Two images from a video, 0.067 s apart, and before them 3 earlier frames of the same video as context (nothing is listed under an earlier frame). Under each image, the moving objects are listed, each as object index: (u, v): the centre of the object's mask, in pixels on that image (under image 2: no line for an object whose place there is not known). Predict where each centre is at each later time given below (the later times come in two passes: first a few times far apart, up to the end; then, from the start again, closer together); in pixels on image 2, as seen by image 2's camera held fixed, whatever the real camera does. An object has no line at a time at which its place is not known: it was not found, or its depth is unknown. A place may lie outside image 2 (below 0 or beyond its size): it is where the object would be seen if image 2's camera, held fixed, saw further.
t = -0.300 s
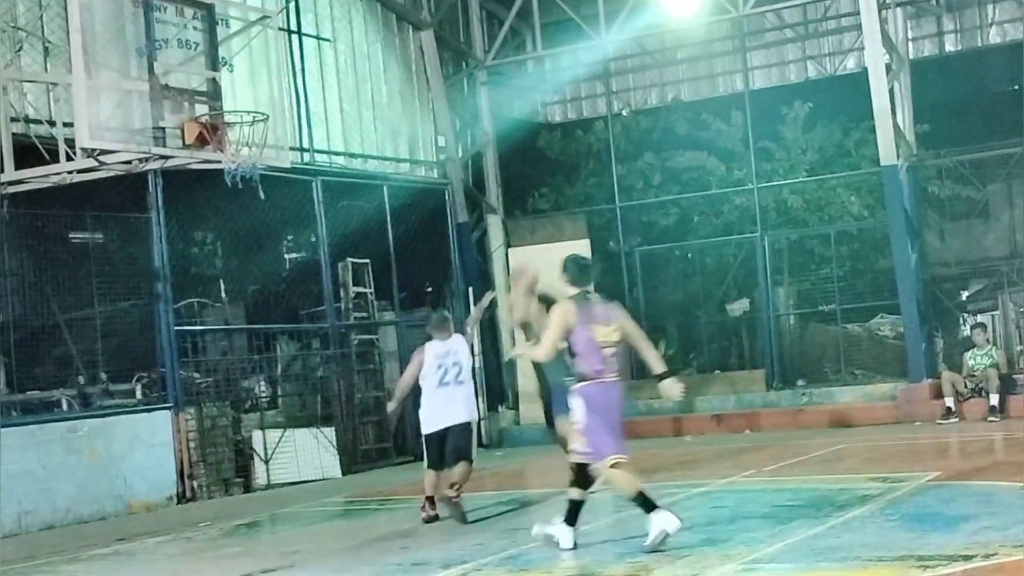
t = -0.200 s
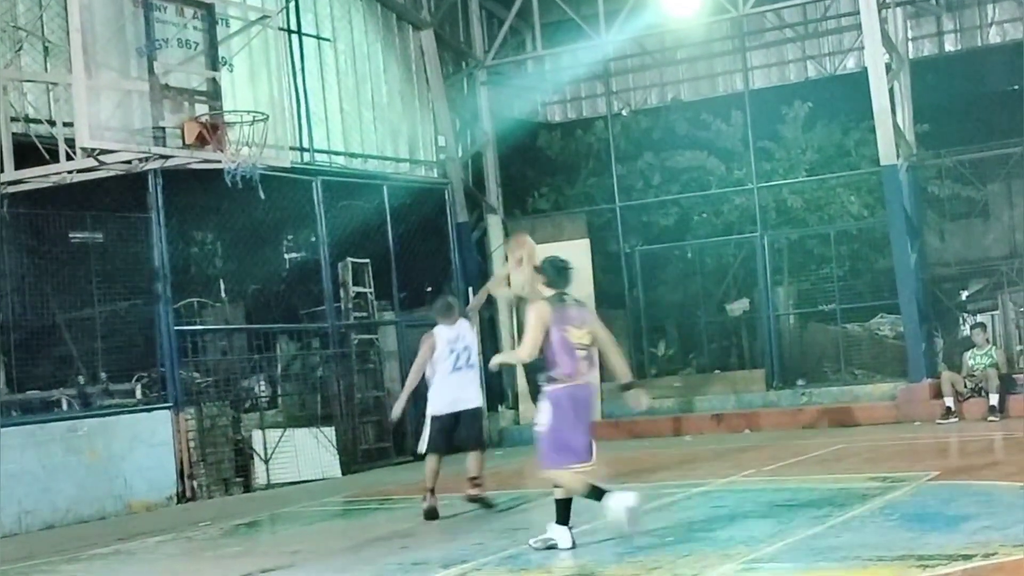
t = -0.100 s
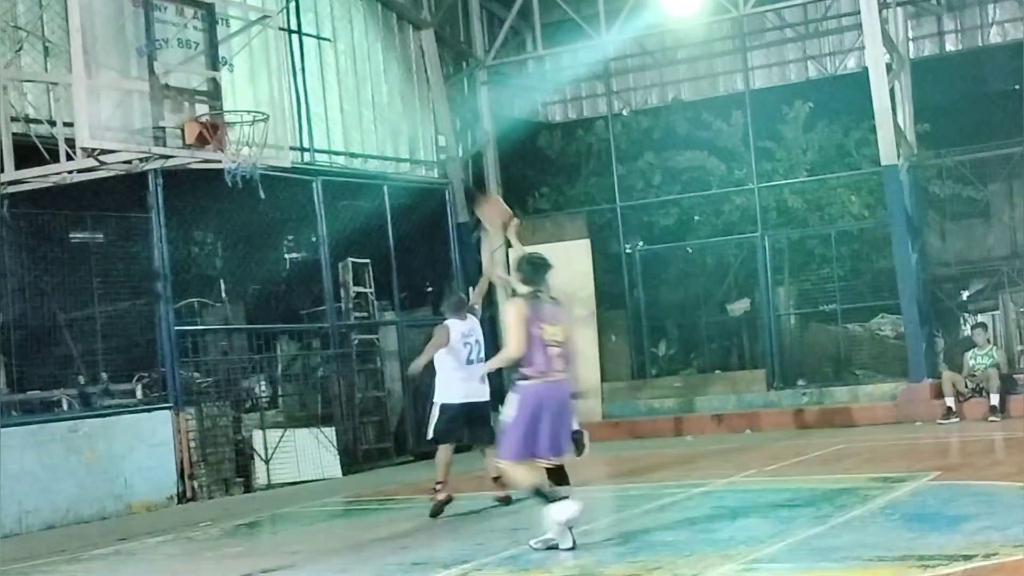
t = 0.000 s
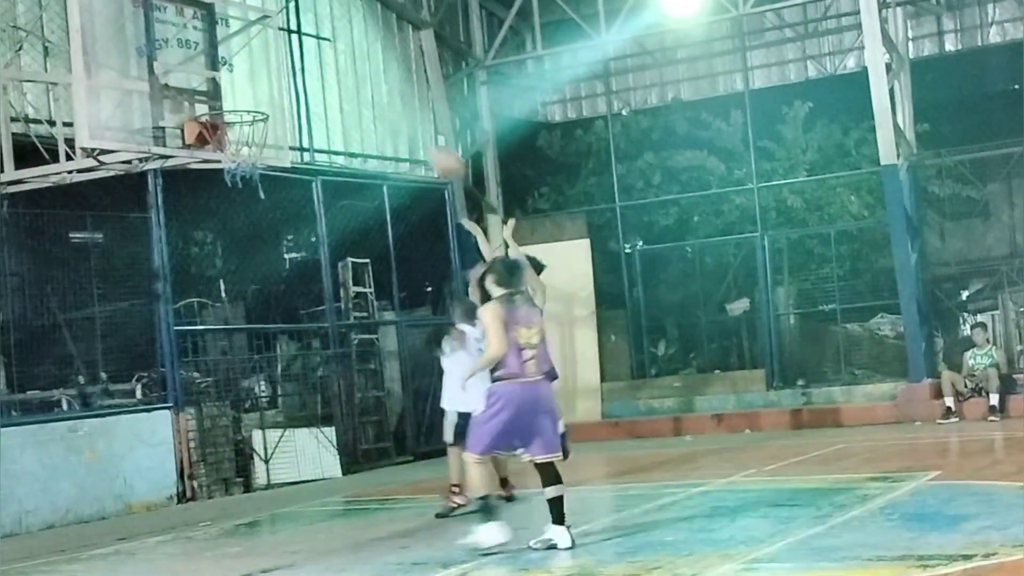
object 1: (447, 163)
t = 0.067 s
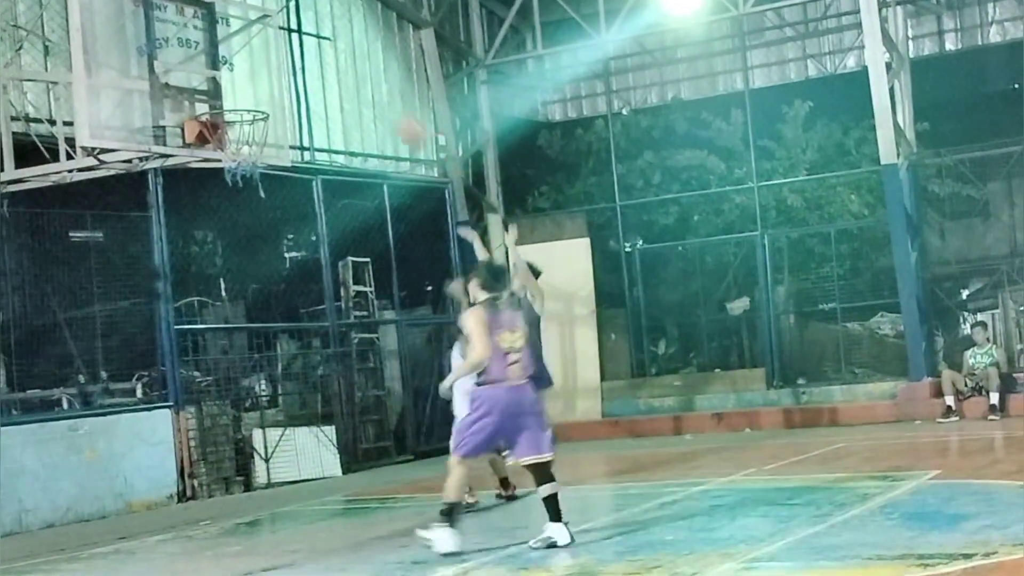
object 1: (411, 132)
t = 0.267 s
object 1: (310, 76)
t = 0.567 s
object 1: (233, 81)
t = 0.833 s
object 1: (230, 109)
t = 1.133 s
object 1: (232, 140)
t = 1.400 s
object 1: (235, 157)
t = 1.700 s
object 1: (241, 154)
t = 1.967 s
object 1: (237, 170)
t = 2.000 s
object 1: (237, 169)
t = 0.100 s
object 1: (394, 118)
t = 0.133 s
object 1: (379, 109)
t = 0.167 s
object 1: (362, 99)
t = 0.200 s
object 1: (346, 90)
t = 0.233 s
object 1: (329, 82)
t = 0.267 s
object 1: (310, 76)
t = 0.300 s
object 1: (292, 72)
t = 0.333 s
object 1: (276, 68)
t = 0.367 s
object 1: (258, 66)
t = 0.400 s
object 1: (241, 65)
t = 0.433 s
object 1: (230, 67)
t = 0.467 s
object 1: (231, 69)
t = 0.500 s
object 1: (231, 72)
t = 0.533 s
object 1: (232, 76)
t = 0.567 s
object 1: (233, 81)
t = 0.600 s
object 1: (234, 90)
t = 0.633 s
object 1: (235, 99)
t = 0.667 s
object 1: (236, 105)
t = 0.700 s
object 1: (234, 106)
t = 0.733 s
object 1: (231, 111)
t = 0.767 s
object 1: (230, 113)
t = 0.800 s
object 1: (230, 111)
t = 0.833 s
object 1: (230, 109)
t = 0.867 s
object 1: (230, 109)
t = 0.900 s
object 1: (229, 110)
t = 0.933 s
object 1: (230, 113)
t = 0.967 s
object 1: (231, 116)
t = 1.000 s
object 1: (232, 124)
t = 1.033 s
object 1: (230, 130)
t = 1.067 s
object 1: (233, 138)
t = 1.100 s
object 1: (233, 141)
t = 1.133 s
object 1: (232, 140)
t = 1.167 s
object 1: (233, 142)
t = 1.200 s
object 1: (233, 142)
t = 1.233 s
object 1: (237, 143)
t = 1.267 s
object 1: (236, 146)
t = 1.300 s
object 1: (239, 149)
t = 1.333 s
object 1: (238, 150)
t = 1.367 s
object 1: (237, 155)
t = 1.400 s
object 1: (235, 157)
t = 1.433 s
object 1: (236, 156)
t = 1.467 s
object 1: (236, 156)
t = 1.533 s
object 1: (237, 155)
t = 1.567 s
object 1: (239, 154)
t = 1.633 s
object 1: (240, 153)
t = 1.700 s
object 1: (241, 154)
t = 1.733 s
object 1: (241, 155)
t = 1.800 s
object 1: (244, 166)
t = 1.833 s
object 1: (241, 169)
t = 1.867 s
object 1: (240, 169)
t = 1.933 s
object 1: (239, 169)
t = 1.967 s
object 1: (237, 170)
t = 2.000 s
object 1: (237, 169)
